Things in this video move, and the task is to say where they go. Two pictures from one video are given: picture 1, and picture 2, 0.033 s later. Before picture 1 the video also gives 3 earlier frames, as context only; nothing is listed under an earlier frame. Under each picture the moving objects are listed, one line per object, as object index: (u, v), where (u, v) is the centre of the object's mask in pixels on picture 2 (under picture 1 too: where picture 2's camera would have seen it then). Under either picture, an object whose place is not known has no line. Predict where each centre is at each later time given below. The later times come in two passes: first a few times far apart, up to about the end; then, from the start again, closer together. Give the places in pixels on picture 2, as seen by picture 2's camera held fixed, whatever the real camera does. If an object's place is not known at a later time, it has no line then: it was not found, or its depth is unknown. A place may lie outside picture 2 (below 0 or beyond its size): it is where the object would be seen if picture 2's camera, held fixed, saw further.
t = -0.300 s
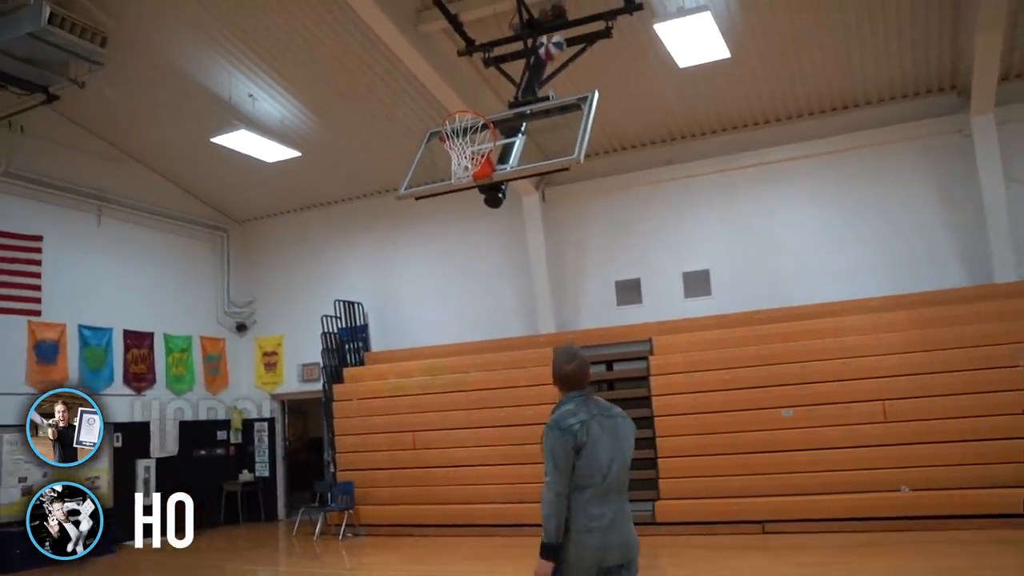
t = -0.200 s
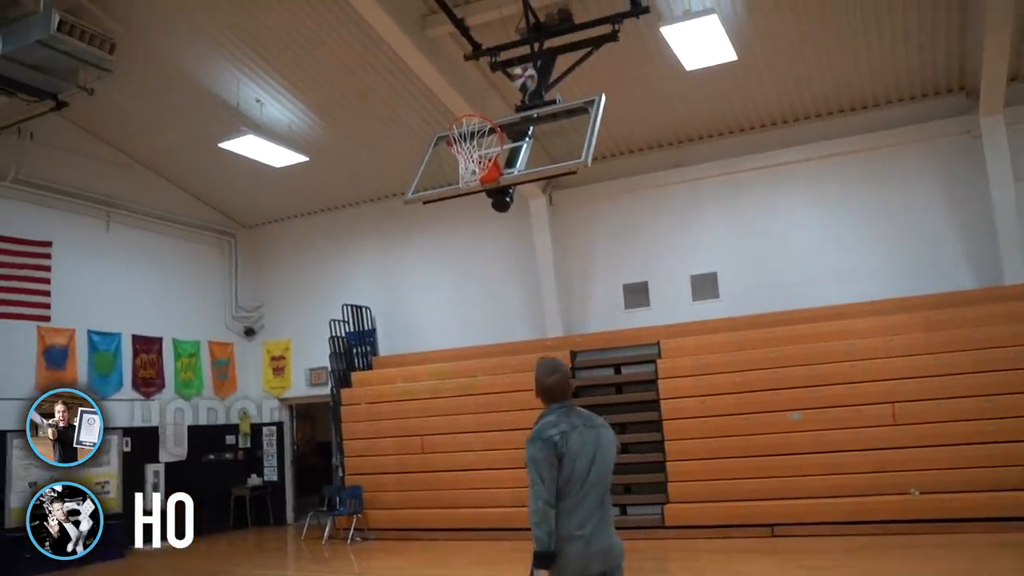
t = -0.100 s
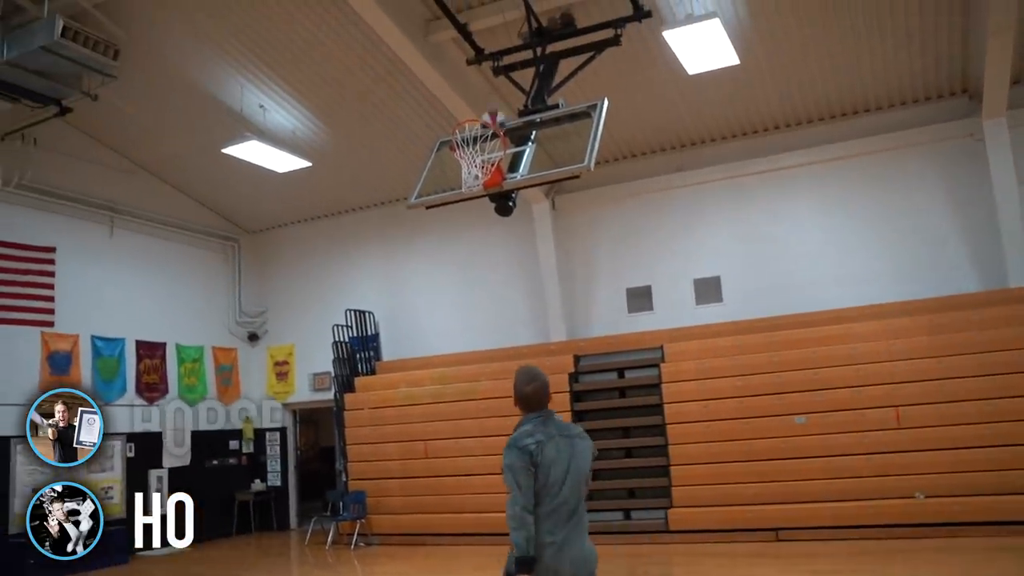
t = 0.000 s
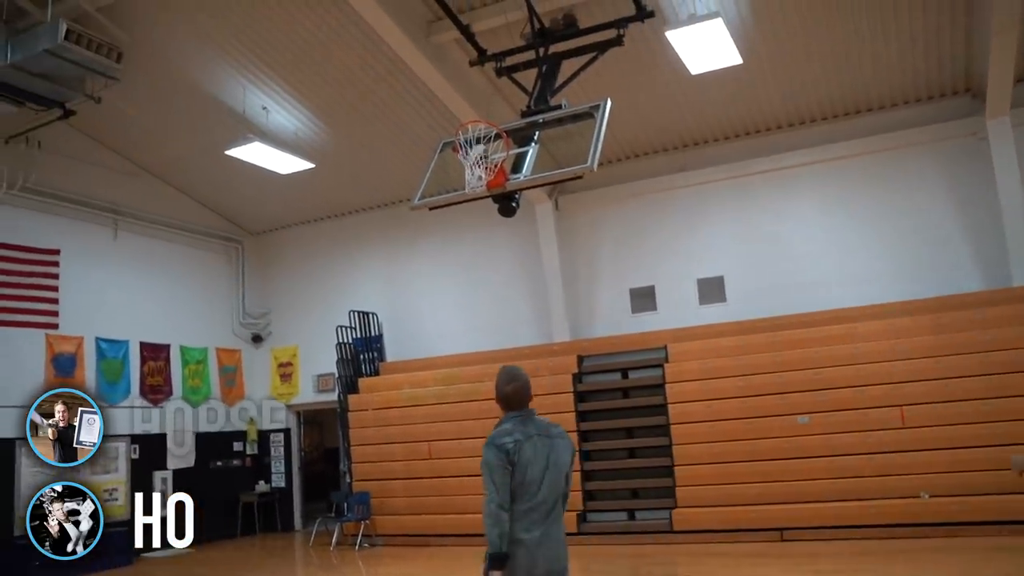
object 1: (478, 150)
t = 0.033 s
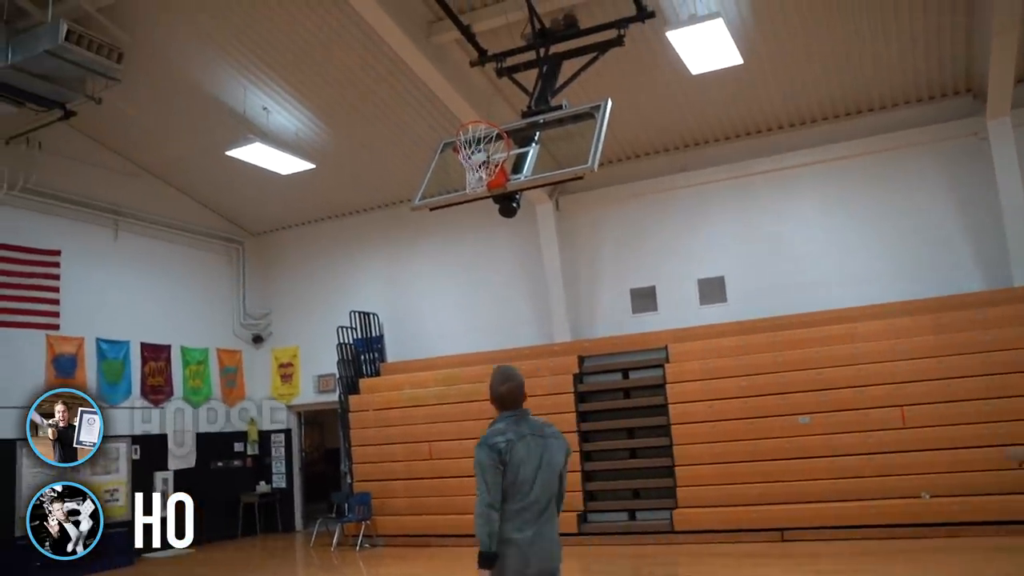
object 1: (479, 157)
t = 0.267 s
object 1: (490, 171)
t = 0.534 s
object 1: (505, 263)
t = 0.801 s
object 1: (528, 453)
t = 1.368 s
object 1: (523, 343)
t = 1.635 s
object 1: (519, 280)
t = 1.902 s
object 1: (519, 312)
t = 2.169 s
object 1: (525, 446)
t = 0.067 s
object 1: (479, 161)
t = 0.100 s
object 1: (481, 161)
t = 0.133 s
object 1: (482, 160)
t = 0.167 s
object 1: (485, 161)
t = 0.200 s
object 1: (486, 162)
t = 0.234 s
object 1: (488, 165)
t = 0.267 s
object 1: (490, 171)
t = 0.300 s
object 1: (492, 177)
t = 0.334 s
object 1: (492, 183)
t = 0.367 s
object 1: (493, 192)
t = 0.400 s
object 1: (496, 207)
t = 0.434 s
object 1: (498, 219)
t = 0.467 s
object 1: (500, 232)
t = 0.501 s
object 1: (502, 247)
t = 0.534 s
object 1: (505, 263)
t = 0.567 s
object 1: (506, 280)
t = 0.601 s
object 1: (508, 300)
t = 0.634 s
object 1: (511, 320)
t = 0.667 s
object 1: (513, 342)
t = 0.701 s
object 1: (518, 366)
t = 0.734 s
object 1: (521, 394)
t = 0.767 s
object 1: (523, 423)
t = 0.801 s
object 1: (528, 453)
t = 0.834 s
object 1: (531, 486)
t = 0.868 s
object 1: (533, 518)
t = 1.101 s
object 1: (535, 508)
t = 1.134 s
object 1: (532, 482)
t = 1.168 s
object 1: (530, 457)
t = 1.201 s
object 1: (528, 435)
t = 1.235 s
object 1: (527, 413)
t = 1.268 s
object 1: (526, 393)
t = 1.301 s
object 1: (524, 374)
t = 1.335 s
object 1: (523, 358)
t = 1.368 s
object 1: (523, 343)
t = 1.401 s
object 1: (522, 330)
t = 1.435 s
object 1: (521, 319)
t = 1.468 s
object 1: (521, 308)
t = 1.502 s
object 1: (520, 300)
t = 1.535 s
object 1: (519, 293)
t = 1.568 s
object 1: (519, 287)
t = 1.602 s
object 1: (519, 283)
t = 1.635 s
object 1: (519, 280)
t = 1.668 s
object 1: (518, 279)
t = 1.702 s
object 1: (518, 279)
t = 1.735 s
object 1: (518, 281)
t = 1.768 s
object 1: (518, 284)
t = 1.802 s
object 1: (518, 289)
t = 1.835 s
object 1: (517, 296)
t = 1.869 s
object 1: (518, 303)
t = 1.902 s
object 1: (519, 312)
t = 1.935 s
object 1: (519, 323)
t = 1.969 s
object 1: (519, 335)
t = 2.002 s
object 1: (520, 349)
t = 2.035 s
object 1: (521, 365)
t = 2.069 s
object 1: (522, 384)
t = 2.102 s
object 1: (523, 403)
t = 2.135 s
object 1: (523, 423)
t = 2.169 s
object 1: (525, 446)
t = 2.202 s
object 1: (526, 471)
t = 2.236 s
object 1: (528, 498)
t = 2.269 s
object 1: (531, 529)
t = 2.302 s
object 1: (538, 563)
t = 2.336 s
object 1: (543, 598)
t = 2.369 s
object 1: (549, 636)
